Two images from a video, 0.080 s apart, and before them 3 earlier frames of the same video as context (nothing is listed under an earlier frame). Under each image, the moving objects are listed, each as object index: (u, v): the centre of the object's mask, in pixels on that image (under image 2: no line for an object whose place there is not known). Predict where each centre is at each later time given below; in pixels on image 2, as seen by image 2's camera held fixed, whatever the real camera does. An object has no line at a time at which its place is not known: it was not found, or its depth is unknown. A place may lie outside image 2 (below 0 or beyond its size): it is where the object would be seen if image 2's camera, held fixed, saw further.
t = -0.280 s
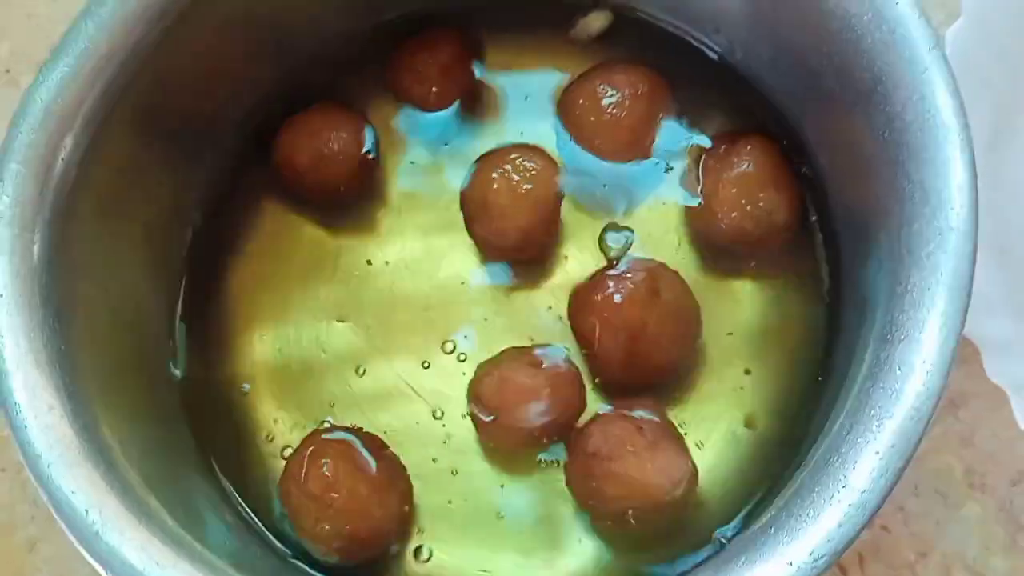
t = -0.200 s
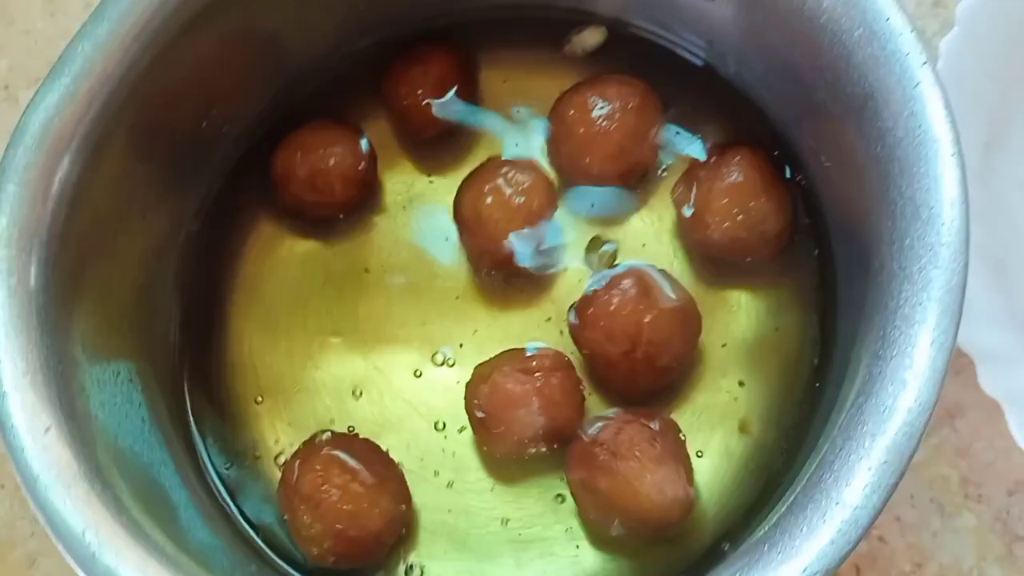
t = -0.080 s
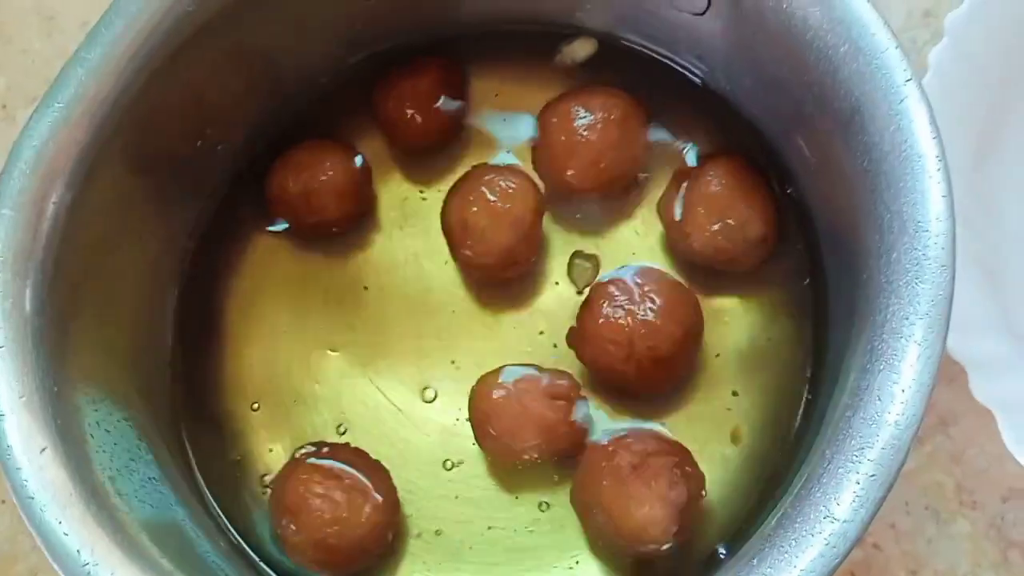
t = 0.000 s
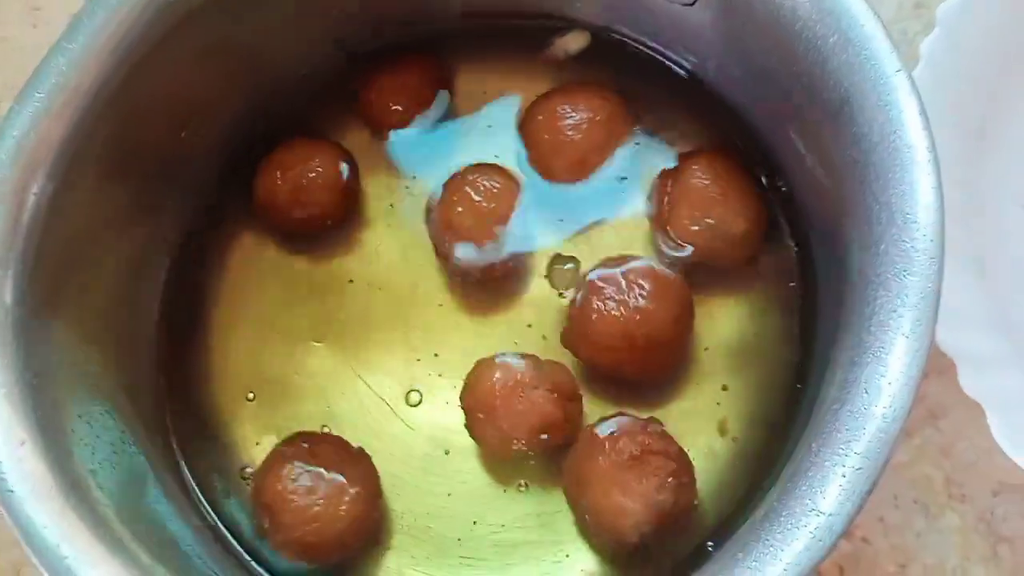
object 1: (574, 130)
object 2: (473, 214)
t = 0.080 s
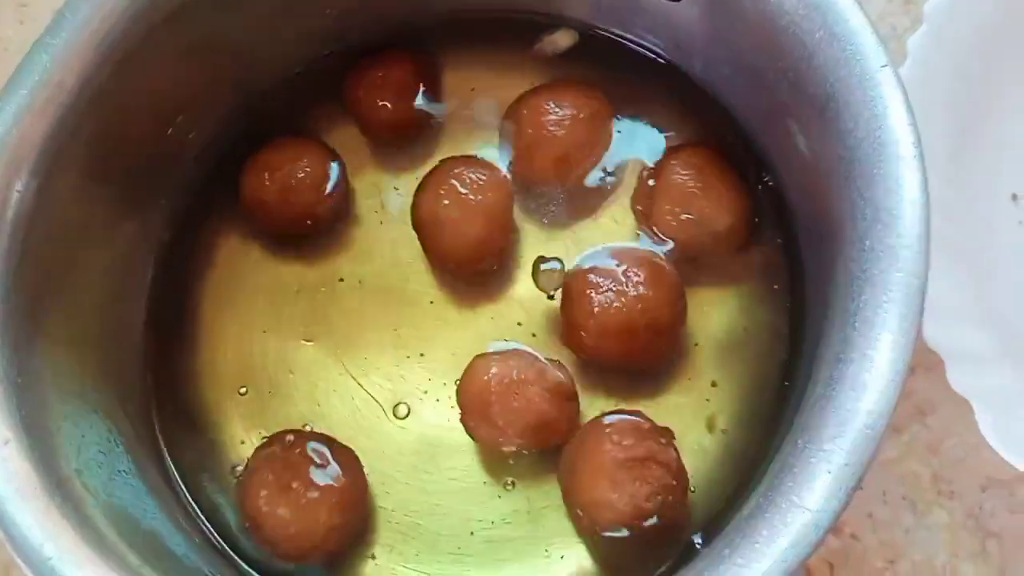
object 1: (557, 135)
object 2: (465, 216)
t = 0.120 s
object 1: (560, 135)
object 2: (463, 213)
